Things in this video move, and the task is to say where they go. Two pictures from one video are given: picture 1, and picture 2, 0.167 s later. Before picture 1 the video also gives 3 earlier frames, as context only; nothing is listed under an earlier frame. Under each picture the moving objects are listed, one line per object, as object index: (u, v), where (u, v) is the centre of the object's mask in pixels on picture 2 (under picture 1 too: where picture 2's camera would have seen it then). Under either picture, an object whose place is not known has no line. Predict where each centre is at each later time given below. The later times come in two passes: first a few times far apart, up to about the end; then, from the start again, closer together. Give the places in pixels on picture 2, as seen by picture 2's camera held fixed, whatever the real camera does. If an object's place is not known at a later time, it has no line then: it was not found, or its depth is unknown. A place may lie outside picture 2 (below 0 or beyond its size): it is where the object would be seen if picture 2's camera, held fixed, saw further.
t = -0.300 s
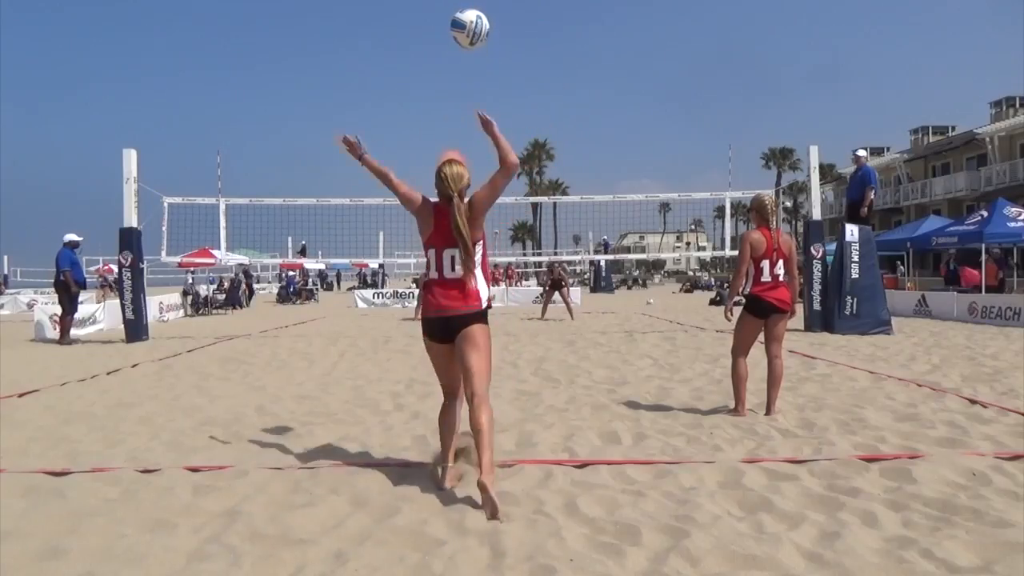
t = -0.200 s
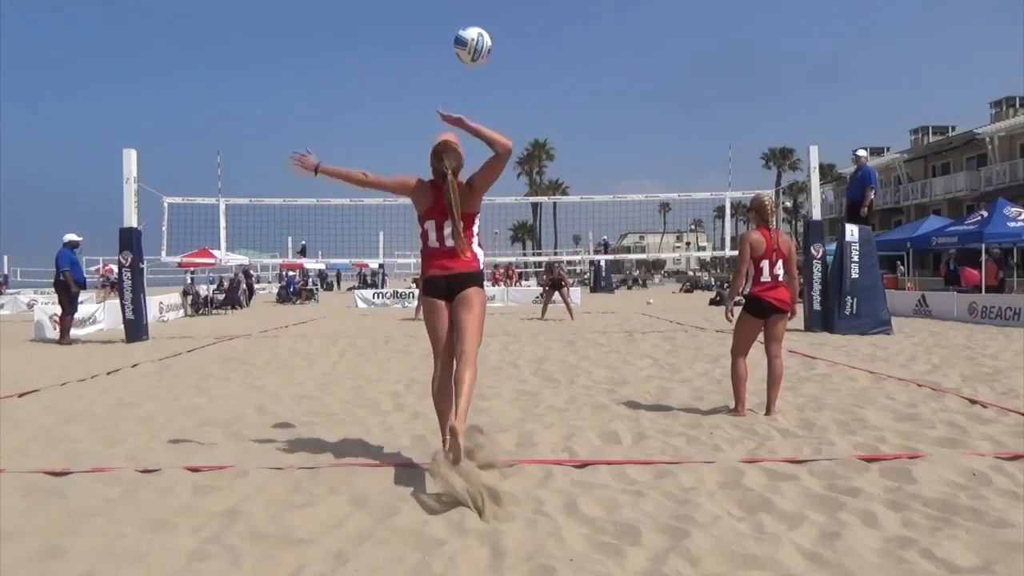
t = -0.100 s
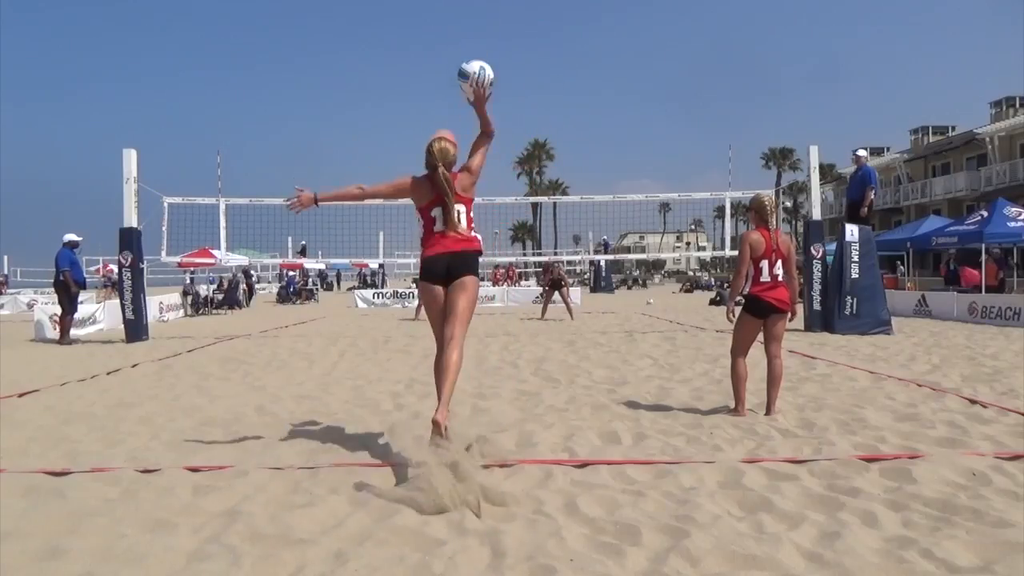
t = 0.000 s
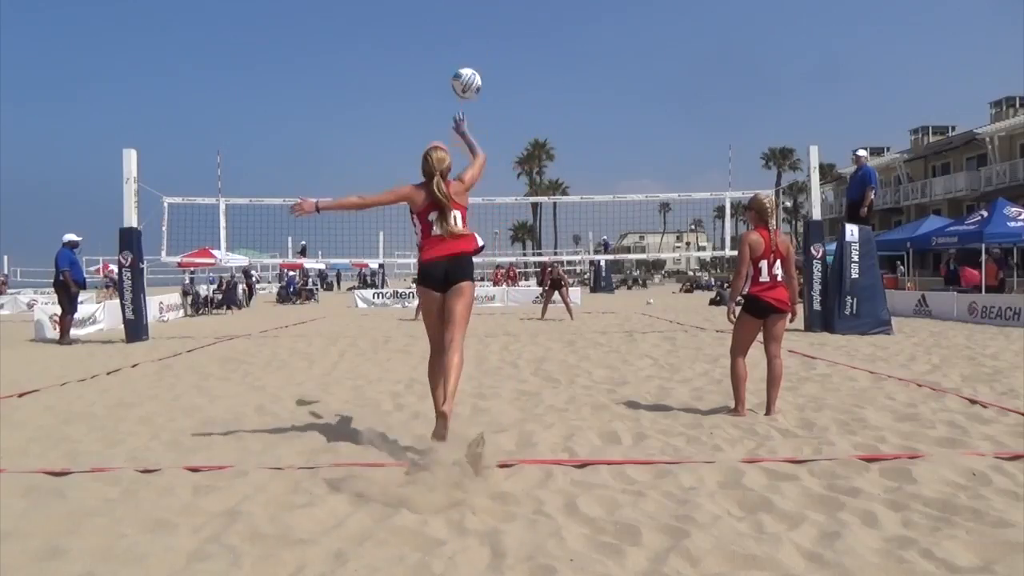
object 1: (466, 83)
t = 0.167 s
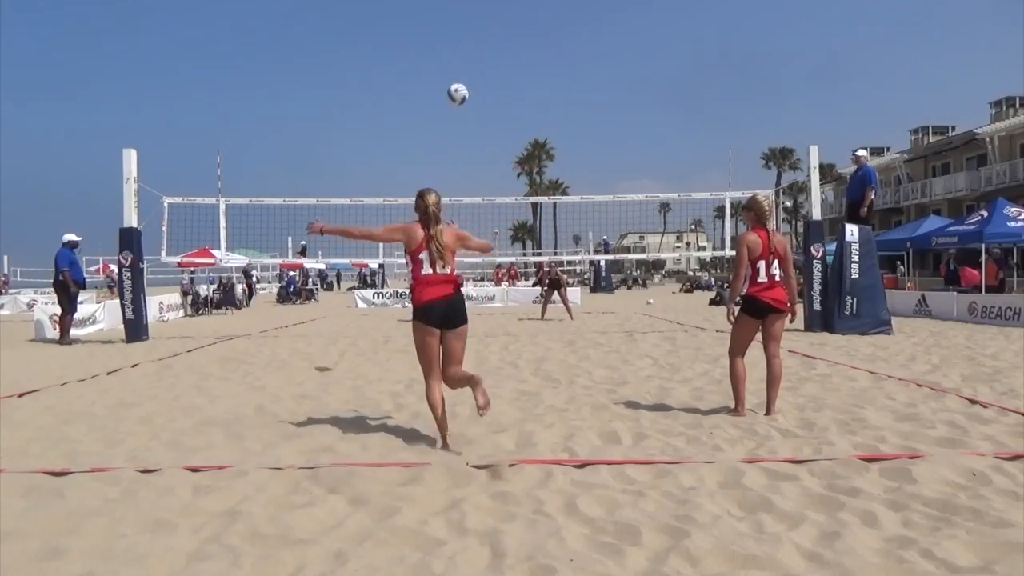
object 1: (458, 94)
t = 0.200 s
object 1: (458, 98)
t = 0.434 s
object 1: (460, 144)
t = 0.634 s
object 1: (459, 191)
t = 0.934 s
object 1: (460, 268)
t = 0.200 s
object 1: (458, 98)
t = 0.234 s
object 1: (458, 103)
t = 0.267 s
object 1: (459, 109)
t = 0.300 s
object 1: (460, 115)
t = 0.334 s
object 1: (460, 122)
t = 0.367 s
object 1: (460, 130)
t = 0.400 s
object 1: (460, 137)
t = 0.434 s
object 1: (460, 144)
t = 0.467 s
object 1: (460, 152)
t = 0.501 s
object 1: (460, 160)
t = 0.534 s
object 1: (460, 168)
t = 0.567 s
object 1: (459, 176)
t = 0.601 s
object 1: (459, 183)
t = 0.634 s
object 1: (459, 191)
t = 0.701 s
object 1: (458, 208)
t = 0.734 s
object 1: (459, 216)
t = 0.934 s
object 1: (460, 268)
